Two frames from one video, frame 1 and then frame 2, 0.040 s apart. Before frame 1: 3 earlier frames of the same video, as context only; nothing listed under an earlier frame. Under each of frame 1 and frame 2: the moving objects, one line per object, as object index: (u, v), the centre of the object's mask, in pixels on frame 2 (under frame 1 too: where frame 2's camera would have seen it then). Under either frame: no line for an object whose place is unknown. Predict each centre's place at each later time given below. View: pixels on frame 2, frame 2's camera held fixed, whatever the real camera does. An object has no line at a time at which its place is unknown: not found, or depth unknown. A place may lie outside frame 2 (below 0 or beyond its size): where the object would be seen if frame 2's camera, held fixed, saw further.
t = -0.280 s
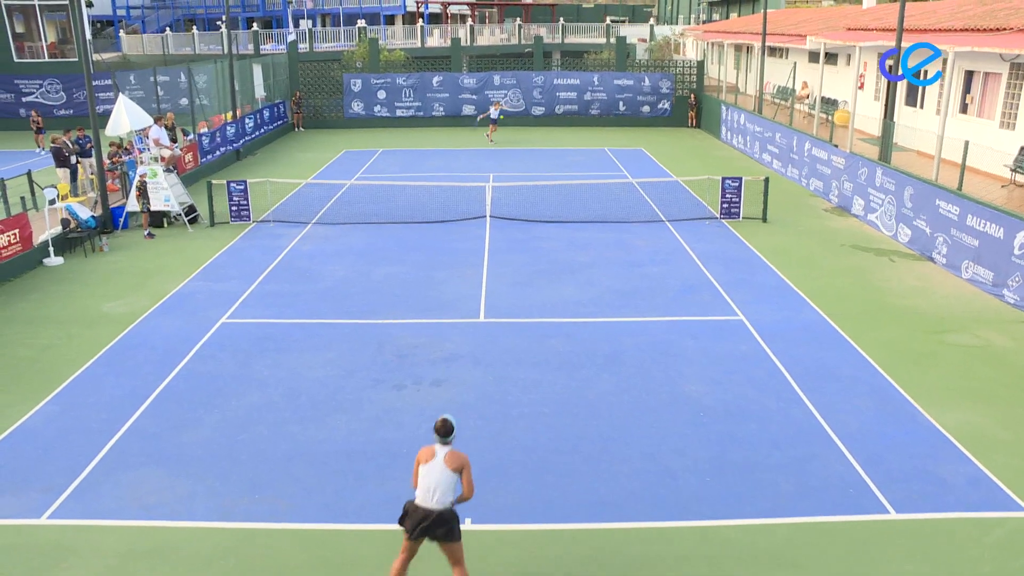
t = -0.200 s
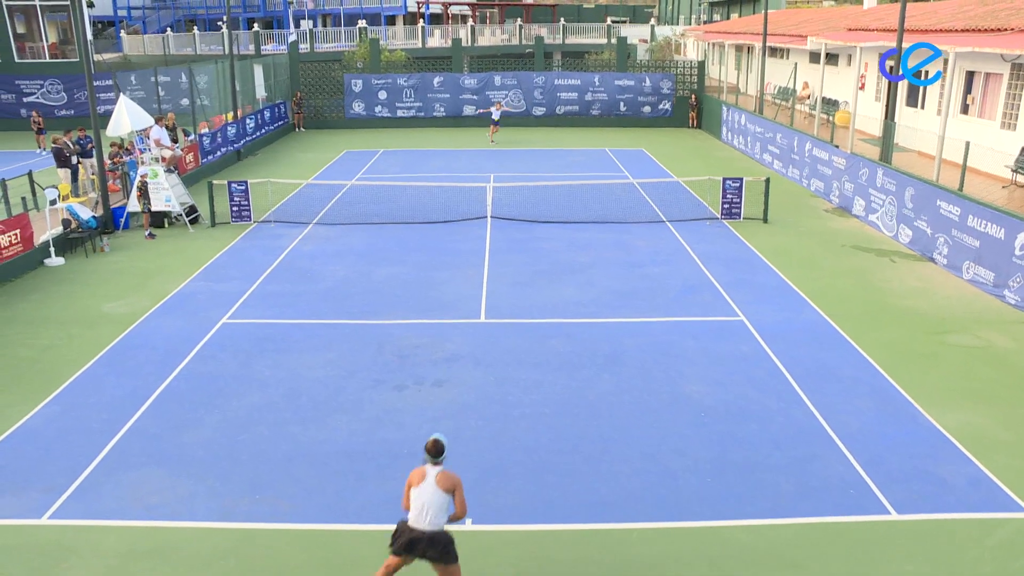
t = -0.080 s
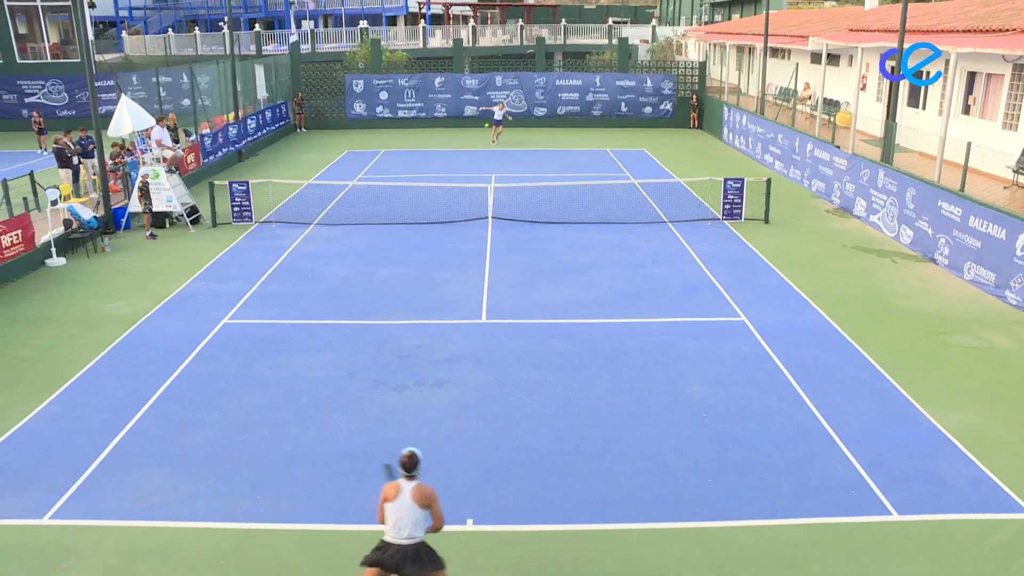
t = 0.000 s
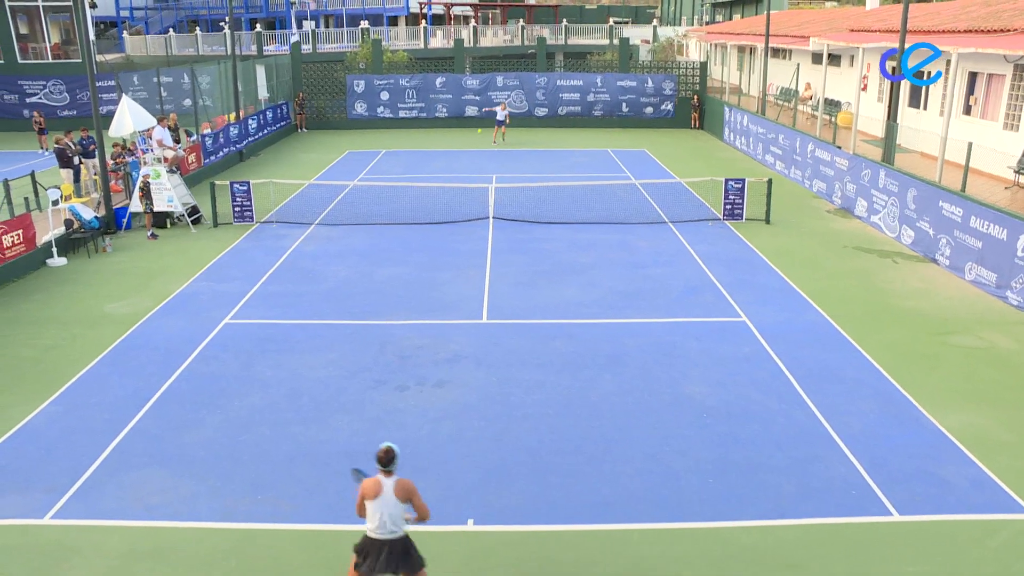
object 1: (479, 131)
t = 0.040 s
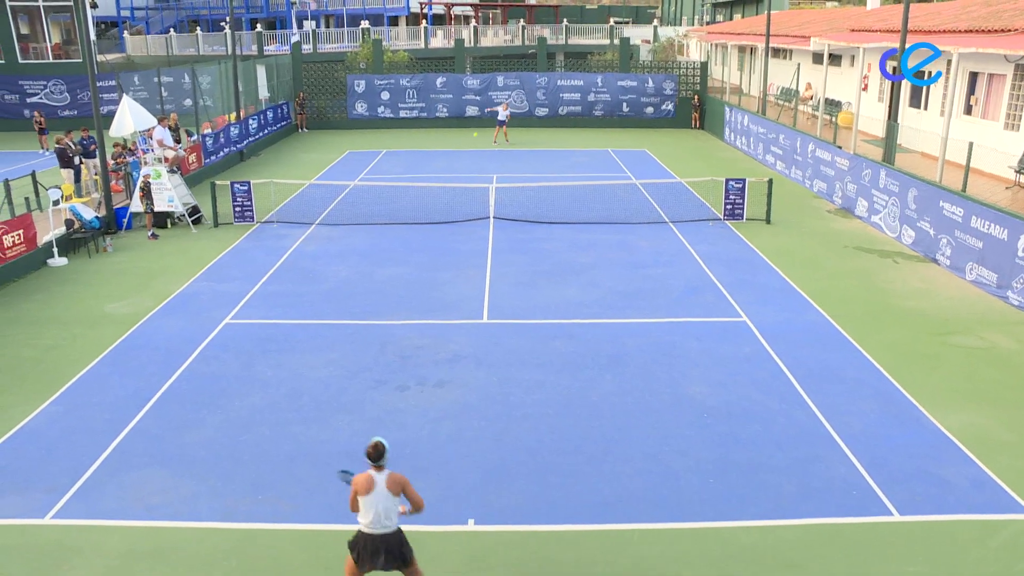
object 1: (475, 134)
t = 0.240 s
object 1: (448, 163)
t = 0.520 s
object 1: (393, 245)
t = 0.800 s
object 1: (307, 391)
